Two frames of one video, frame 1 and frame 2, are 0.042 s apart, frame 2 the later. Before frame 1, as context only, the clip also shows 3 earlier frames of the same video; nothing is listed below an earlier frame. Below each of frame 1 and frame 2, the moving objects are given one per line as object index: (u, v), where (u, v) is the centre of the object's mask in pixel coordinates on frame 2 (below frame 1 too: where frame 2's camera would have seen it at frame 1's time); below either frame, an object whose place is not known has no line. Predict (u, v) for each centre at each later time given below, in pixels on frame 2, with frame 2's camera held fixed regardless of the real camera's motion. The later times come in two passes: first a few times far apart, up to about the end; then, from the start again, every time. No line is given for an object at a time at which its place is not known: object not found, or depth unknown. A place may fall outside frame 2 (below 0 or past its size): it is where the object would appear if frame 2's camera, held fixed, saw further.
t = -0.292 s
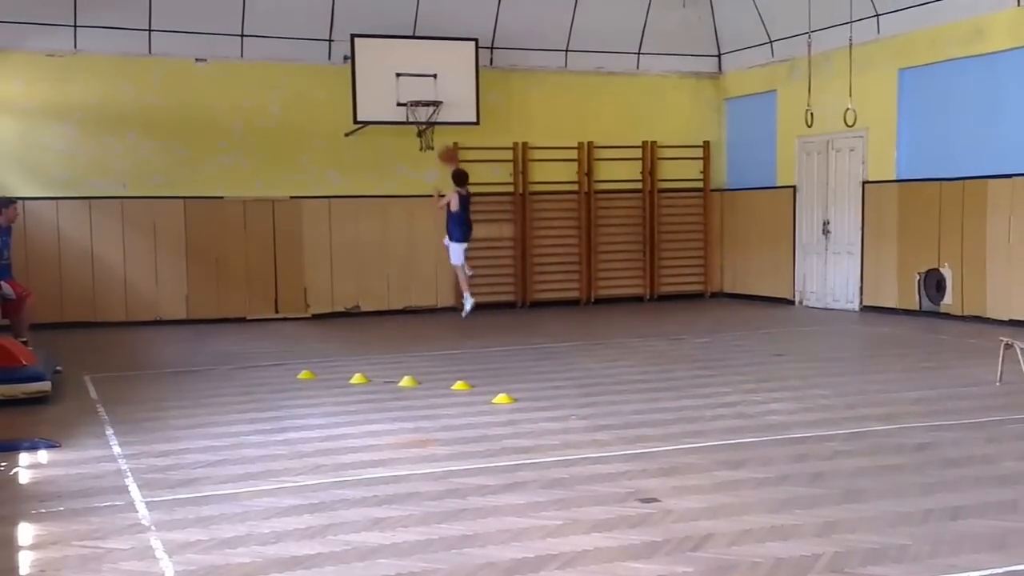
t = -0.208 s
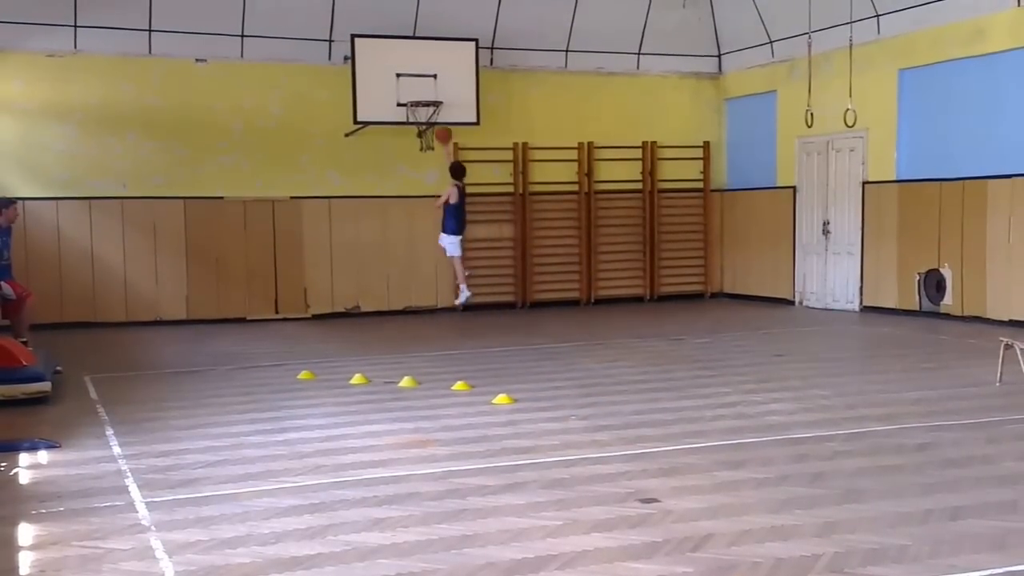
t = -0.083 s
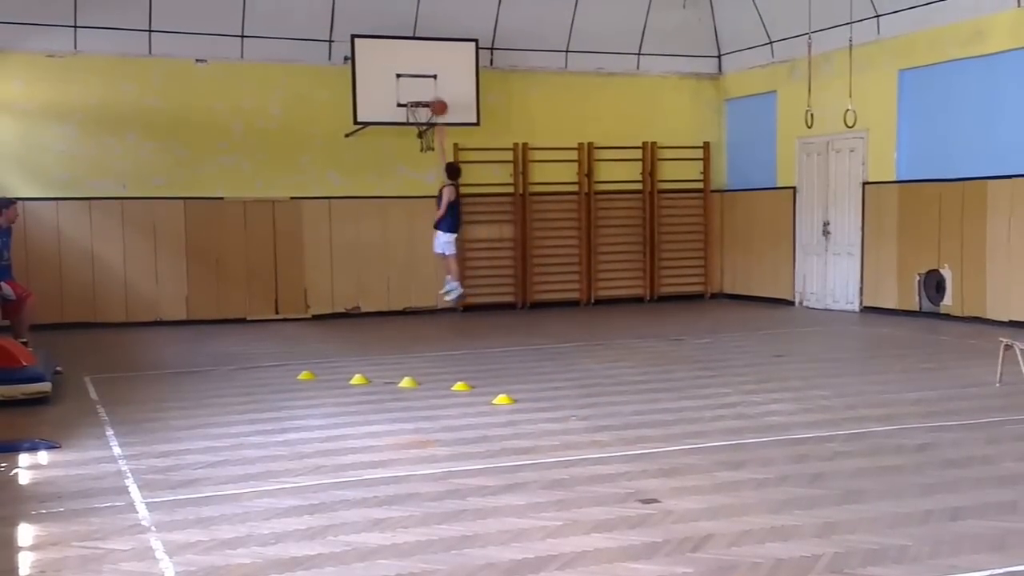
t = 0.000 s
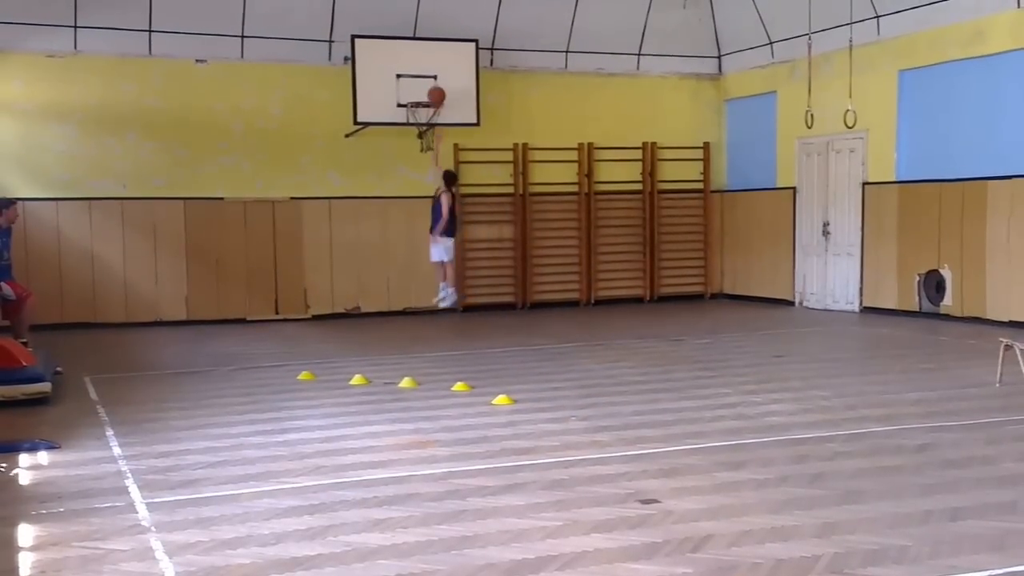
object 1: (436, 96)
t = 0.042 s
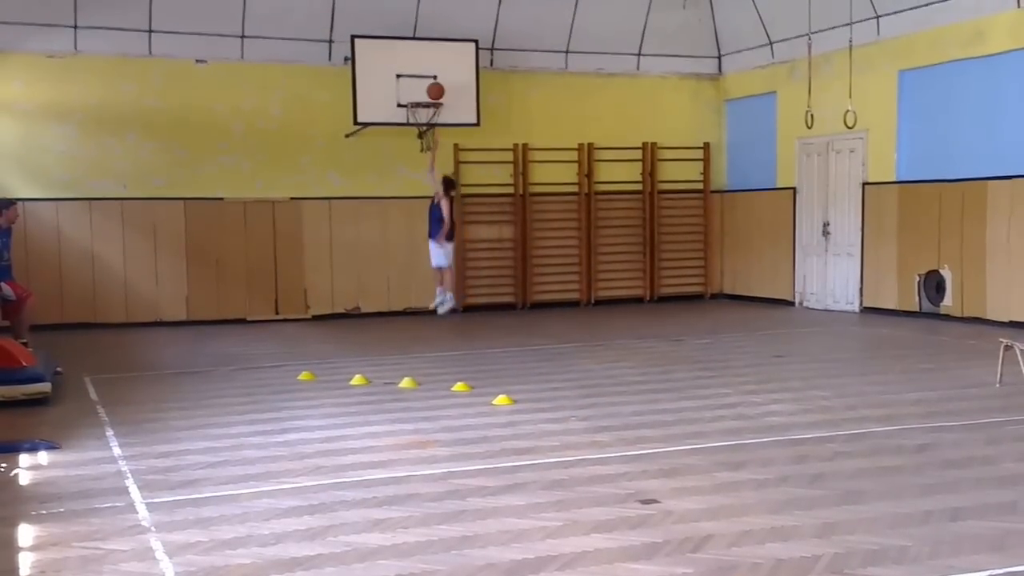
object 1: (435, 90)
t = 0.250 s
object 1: (431, 89)
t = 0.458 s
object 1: (428, 119)
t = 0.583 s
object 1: (426, 140)
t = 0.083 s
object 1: (434, 88)
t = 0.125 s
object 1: (433, 86)
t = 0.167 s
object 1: (432, 86)
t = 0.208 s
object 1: (432, 86)
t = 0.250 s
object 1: (431, 89)
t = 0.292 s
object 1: (431, 93)
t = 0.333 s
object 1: (430, 96)
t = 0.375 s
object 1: (429, 104)
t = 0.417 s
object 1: (428, 111)
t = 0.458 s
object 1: (428, 119)
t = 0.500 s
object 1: (427, 128)
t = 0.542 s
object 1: (426, 134)
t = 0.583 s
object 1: (426, 140)
